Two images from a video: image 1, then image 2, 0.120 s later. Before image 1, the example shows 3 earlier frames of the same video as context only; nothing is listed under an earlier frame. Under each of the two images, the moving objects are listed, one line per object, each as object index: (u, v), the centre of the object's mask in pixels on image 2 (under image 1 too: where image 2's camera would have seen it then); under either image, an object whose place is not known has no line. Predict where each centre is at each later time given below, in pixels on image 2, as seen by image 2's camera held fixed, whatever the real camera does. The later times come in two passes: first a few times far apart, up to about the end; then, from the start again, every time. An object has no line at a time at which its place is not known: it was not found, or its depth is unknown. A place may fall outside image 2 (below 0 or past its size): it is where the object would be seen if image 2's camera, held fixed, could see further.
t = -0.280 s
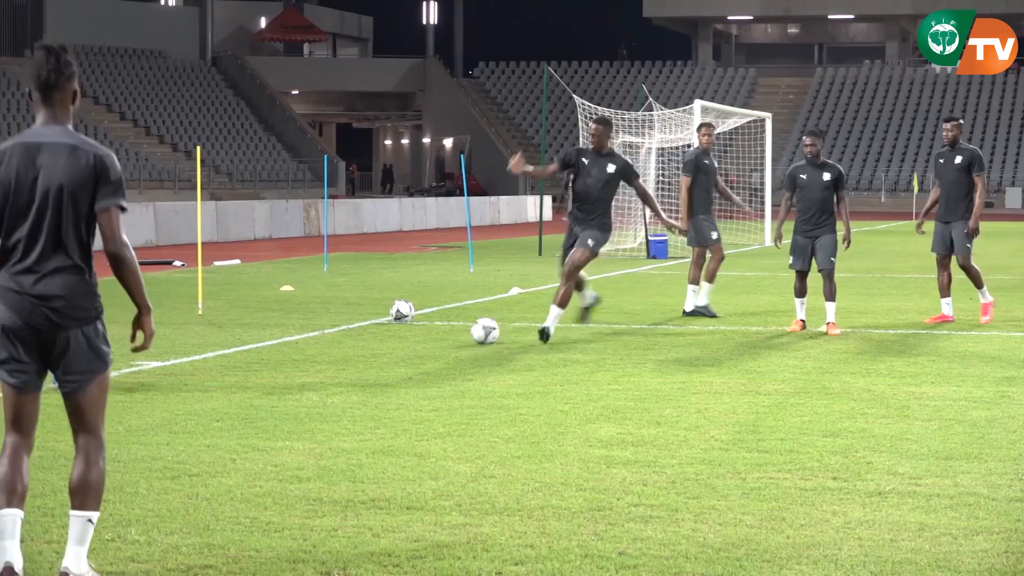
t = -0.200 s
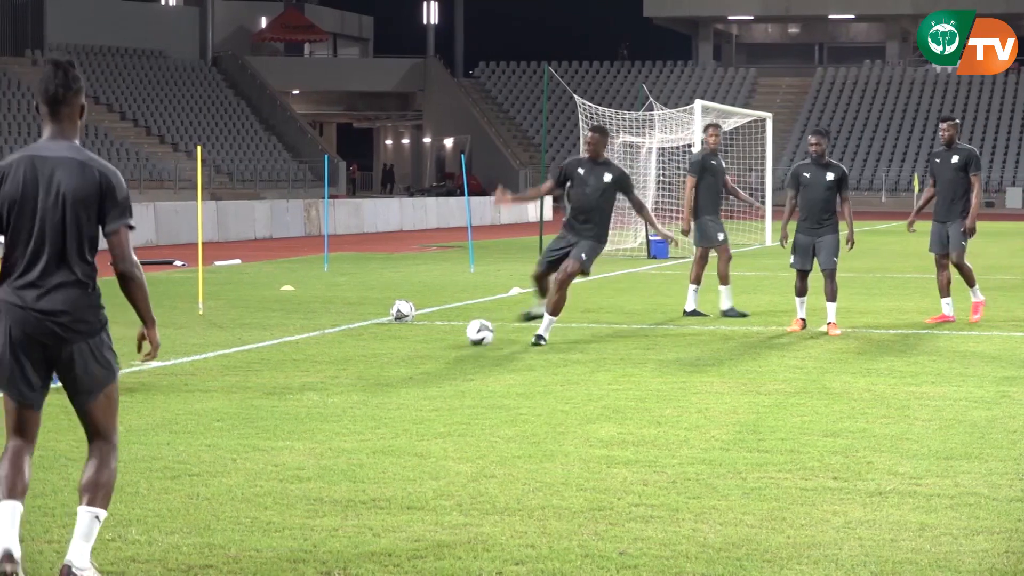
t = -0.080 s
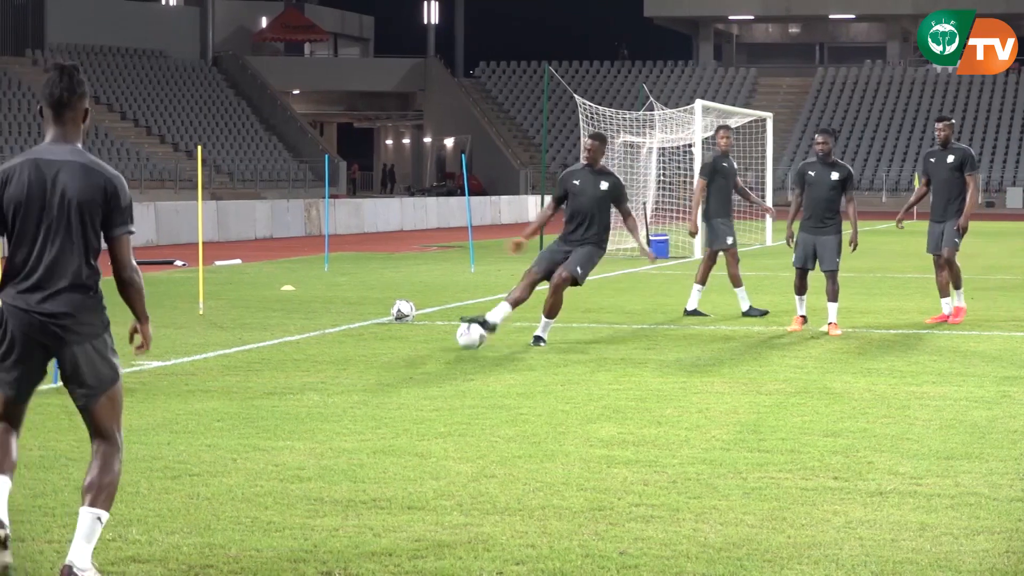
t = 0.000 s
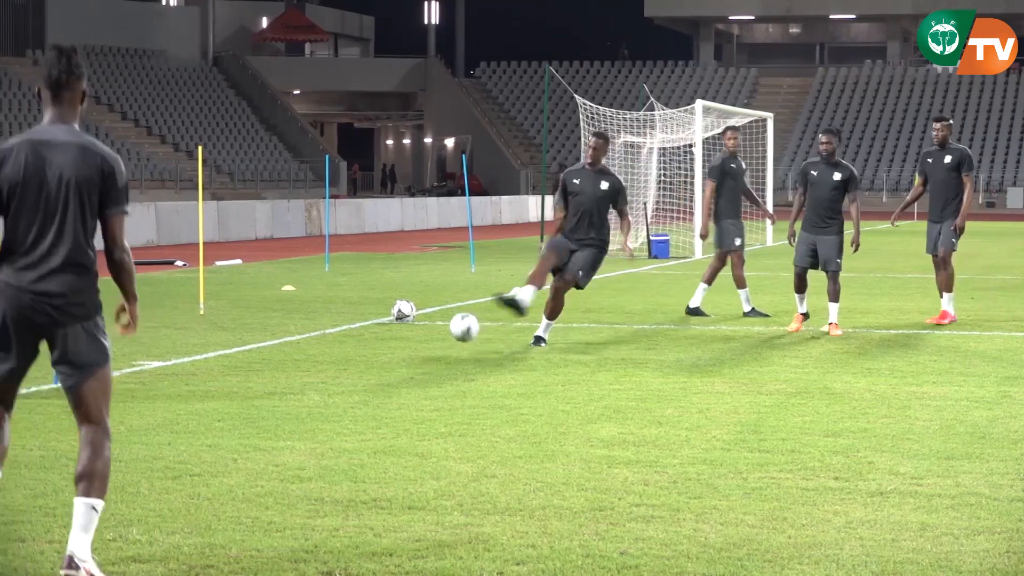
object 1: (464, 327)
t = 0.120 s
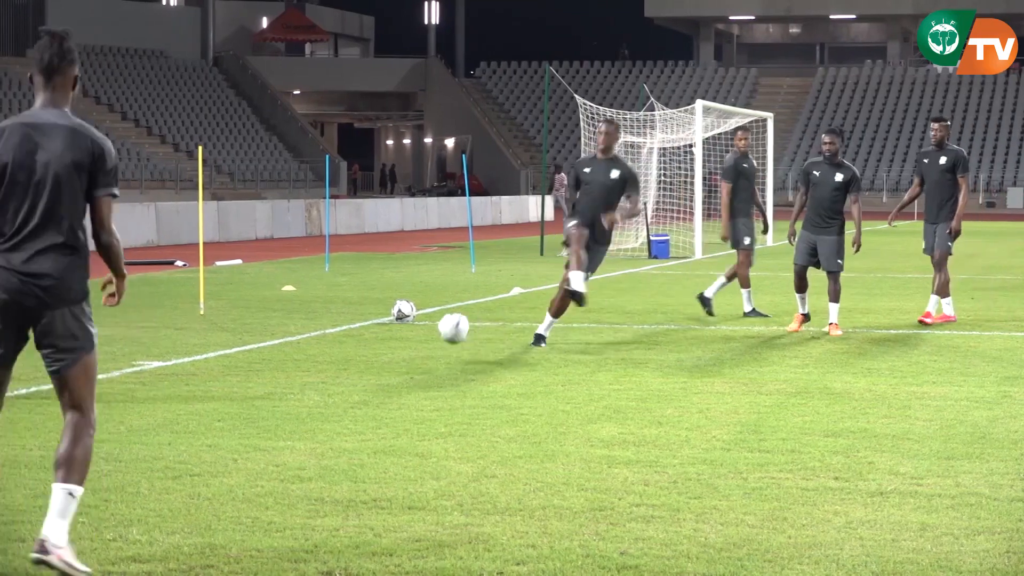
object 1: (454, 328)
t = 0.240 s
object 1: (442, 350)
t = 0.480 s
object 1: (417, 372)
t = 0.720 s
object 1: (383, 398)
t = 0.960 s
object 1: (340, 431)
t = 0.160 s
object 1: (449, 333)
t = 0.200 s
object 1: (446, 340)
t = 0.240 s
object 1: (442, 350)
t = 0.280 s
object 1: (437, 363)
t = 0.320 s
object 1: (434, 365)
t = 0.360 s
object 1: (430, 363)
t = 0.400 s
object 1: (426, 363)
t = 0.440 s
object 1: (422, 366)
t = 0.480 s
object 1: (417, 372)
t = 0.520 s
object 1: (412, 379)
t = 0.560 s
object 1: (408, 390)
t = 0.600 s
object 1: (401, 391)
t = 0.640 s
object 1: (396, 390)
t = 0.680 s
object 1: (389, 392)
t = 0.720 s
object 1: (383, 398)
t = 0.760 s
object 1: (376, 407)
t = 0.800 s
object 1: (369, 416)
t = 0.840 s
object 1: (362, 417)
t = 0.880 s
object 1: (355, 418)
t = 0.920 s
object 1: (348, 423)
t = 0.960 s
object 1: (340, 431)
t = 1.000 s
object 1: (331, 440)
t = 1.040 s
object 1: (322, 444)
